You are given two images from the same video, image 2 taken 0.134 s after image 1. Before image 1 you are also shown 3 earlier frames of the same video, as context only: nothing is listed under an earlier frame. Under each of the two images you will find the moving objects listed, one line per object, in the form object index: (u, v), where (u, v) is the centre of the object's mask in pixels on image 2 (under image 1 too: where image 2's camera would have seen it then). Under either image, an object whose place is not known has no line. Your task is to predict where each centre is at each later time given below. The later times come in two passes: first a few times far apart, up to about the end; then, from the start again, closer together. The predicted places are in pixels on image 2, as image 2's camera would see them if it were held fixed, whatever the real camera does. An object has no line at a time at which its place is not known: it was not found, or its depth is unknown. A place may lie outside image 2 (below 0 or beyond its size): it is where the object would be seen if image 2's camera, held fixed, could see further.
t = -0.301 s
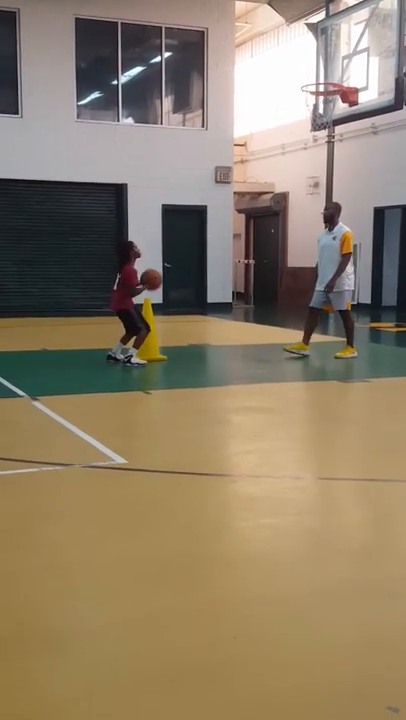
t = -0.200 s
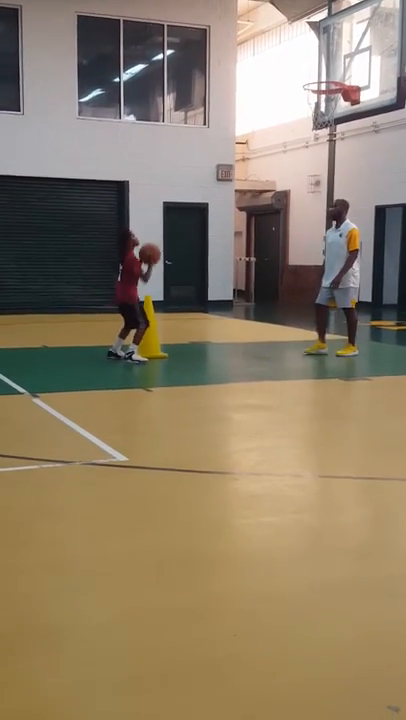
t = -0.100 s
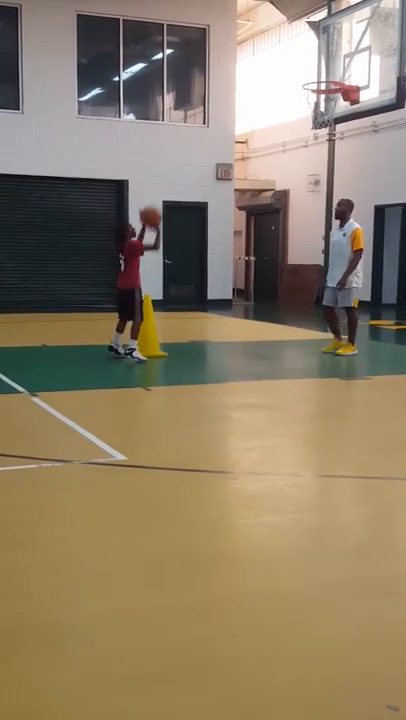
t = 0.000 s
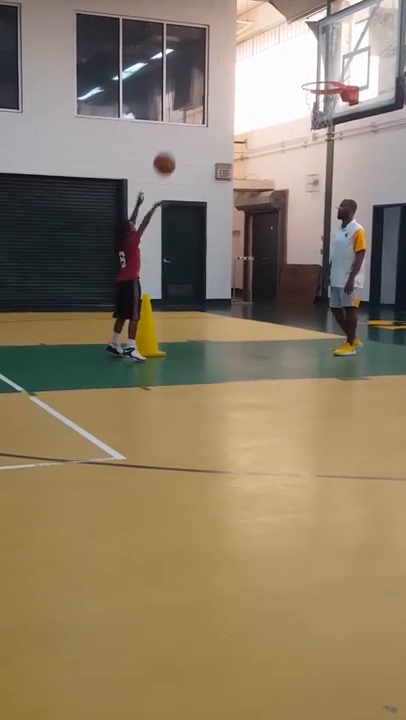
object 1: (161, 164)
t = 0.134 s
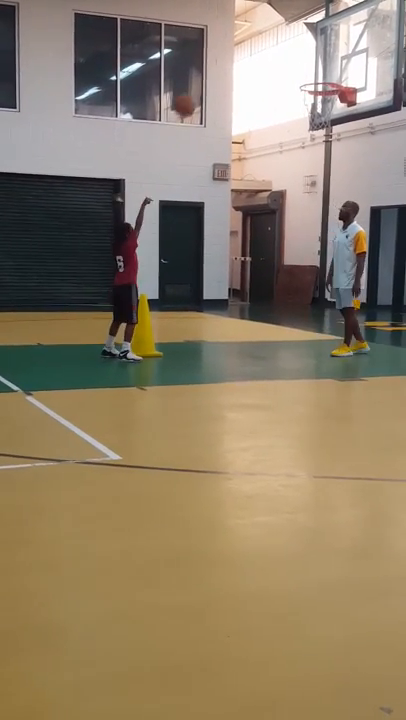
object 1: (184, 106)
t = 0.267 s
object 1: (206, 63)
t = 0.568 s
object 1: (252, 30)
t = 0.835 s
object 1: (288, 71)
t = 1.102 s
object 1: (242, 96)
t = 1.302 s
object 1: (201, 146)
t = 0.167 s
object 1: (188, 95)
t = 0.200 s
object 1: (195, 82)
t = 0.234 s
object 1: (200, 72)
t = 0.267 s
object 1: (206, 63)
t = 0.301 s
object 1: (211, 55)
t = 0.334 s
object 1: (216, 48)
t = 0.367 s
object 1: (221, 42)
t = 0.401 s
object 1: (227, 37)
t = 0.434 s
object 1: (231, 34)
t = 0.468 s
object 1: (237, 32)
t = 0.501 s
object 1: (242, 30)
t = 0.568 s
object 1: (252, 30)
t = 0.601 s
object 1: (256, 32)
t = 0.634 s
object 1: (261, 35)
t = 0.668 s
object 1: (266, 38)
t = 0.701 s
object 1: (270, 43)
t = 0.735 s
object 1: (275, 49)
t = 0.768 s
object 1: (280, 55)
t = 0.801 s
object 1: (284, 63)
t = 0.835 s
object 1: (288, 71)
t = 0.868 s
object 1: (292, 80)
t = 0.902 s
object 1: (285, 80)
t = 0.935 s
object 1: (278, 80)
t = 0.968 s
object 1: (271, 82)
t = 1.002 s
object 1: (264, 84)
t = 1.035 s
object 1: (257, 87)
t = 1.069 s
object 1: (250, 91)
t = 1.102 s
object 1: (242, 96)
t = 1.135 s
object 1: (235, 102)
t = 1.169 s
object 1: (228, 109)
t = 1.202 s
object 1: (221, 117)
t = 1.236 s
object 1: (214, 126)
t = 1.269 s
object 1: (207, 136)
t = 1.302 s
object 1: (201, 146)
